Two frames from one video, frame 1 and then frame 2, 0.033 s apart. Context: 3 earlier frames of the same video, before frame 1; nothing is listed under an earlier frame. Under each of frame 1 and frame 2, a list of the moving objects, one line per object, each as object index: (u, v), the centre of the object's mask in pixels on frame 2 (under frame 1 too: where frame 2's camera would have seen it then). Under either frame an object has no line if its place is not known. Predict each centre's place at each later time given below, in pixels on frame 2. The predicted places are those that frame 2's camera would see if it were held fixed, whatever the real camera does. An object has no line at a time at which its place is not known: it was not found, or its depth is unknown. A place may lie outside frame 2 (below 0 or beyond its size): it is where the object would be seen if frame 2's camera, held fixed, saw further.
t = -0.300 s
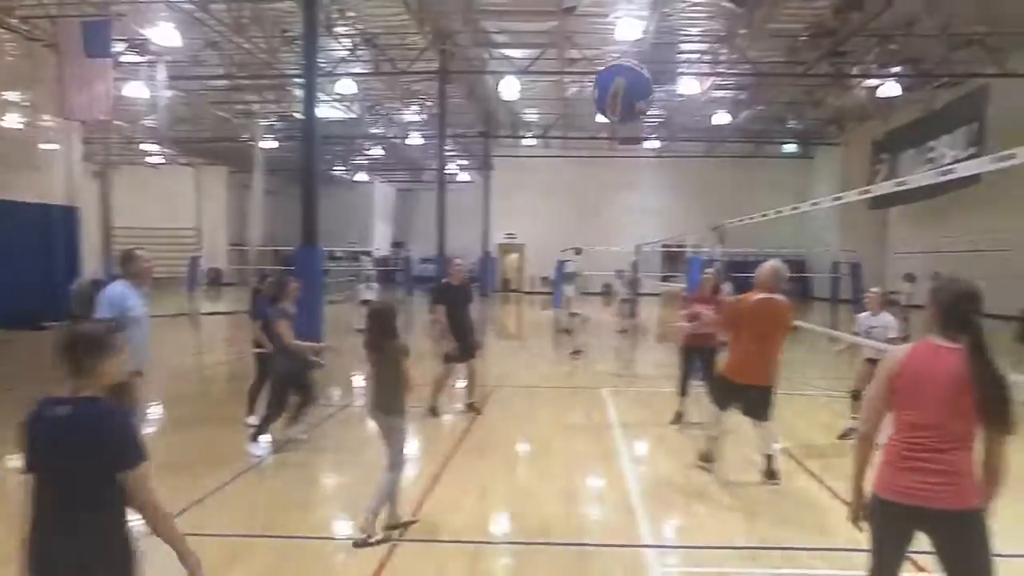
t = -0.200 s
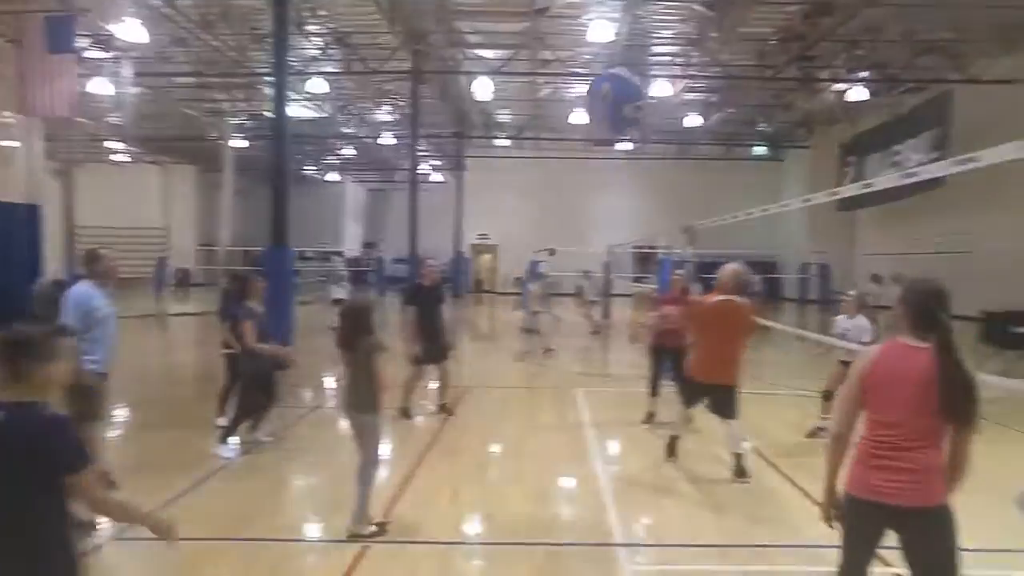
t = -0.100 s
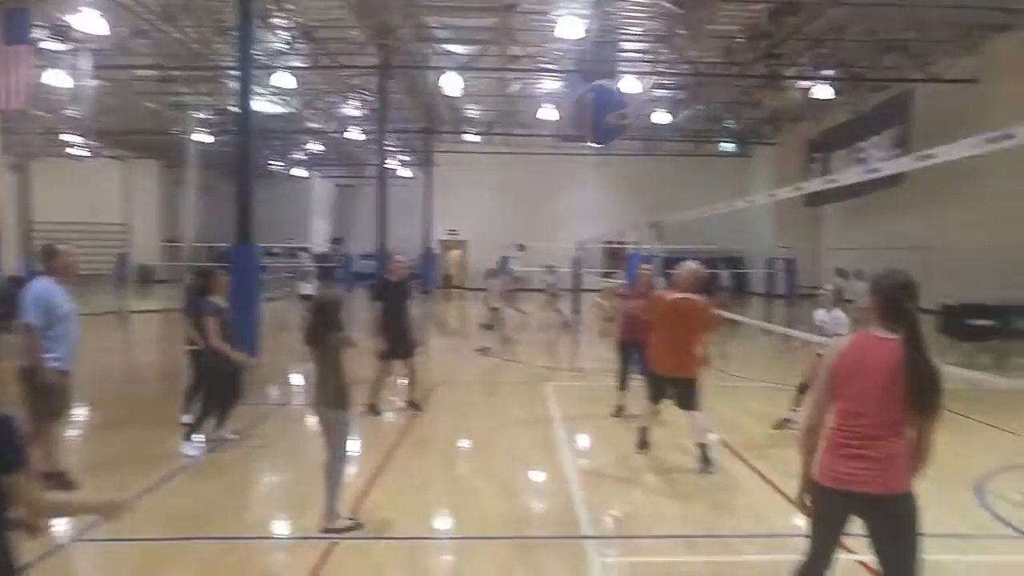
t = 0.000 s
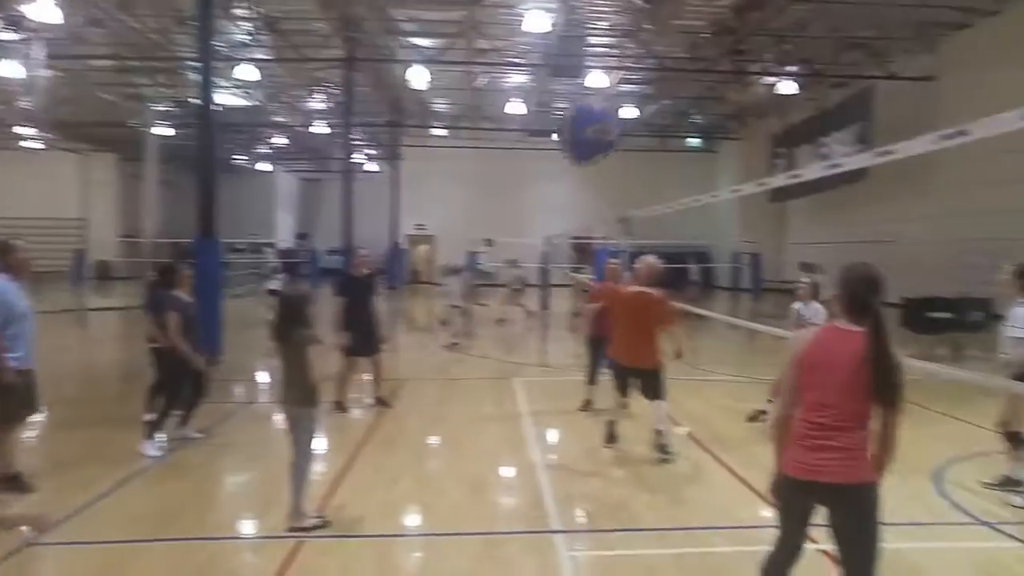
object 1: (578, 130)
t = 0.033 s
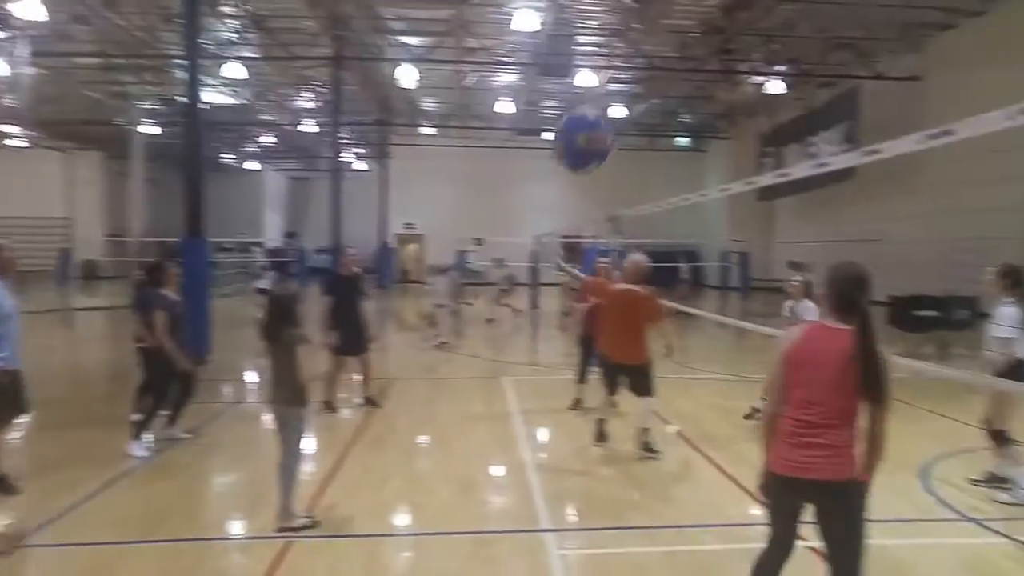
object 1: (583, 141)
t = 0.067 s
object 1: (587, 150)
